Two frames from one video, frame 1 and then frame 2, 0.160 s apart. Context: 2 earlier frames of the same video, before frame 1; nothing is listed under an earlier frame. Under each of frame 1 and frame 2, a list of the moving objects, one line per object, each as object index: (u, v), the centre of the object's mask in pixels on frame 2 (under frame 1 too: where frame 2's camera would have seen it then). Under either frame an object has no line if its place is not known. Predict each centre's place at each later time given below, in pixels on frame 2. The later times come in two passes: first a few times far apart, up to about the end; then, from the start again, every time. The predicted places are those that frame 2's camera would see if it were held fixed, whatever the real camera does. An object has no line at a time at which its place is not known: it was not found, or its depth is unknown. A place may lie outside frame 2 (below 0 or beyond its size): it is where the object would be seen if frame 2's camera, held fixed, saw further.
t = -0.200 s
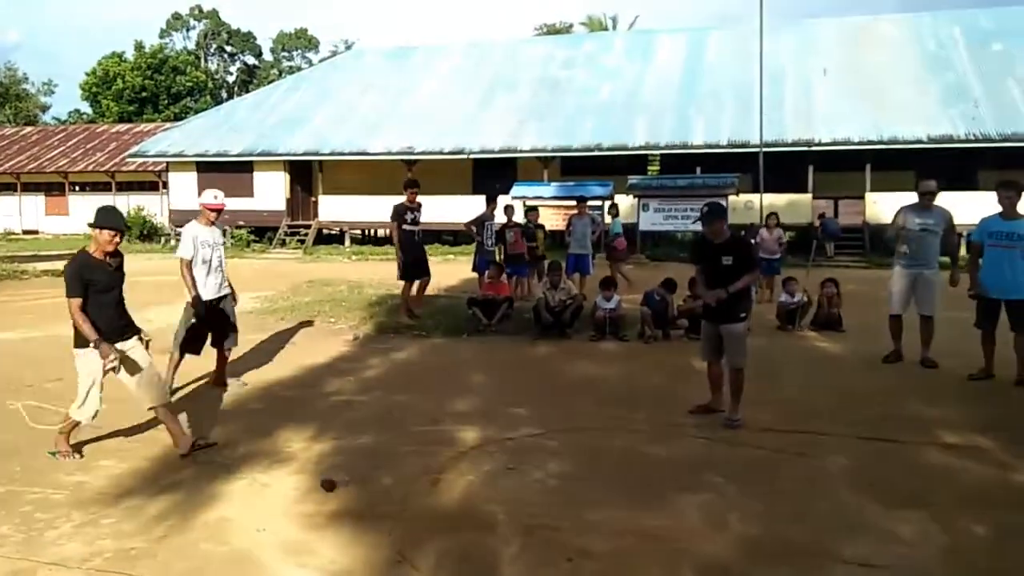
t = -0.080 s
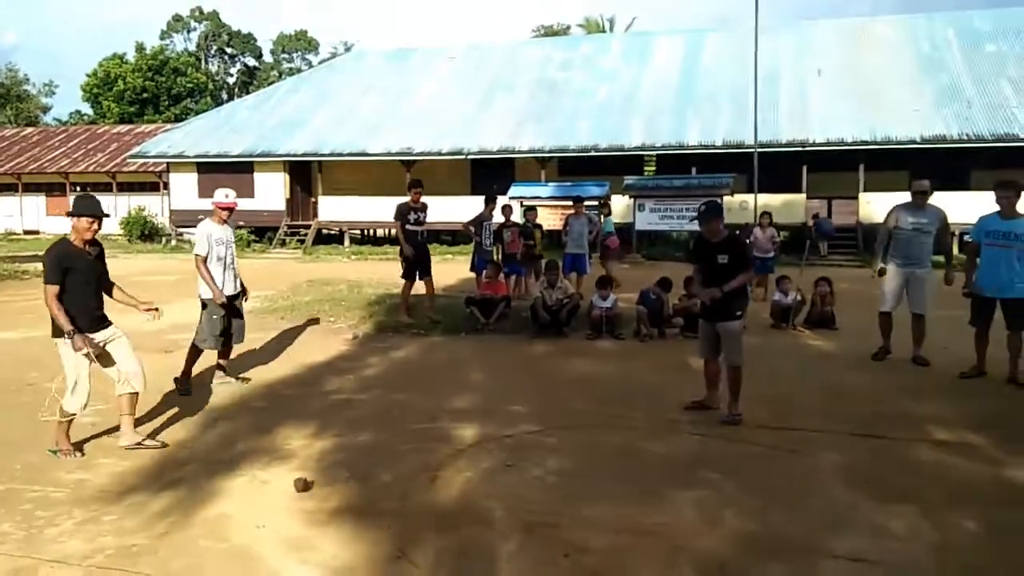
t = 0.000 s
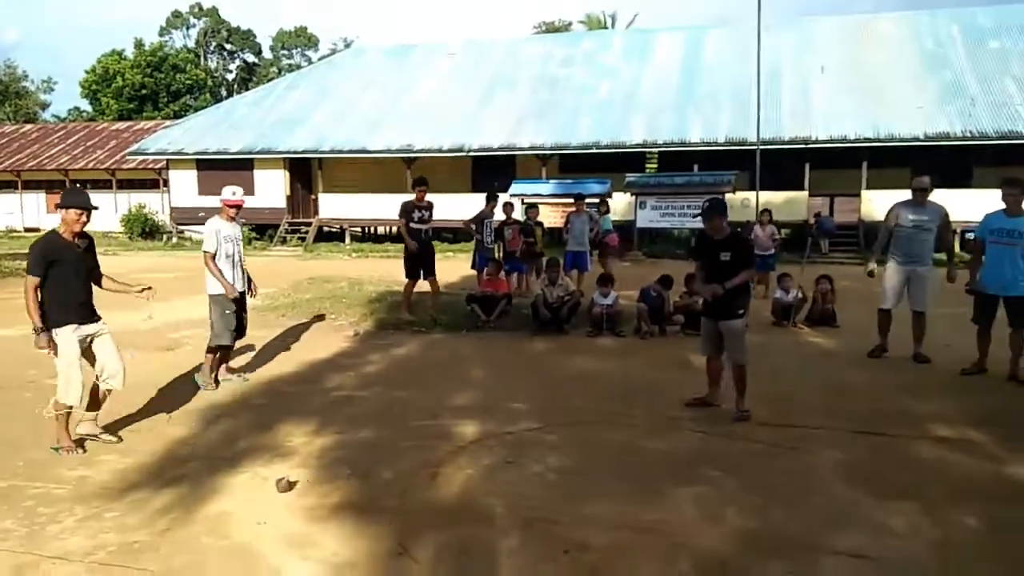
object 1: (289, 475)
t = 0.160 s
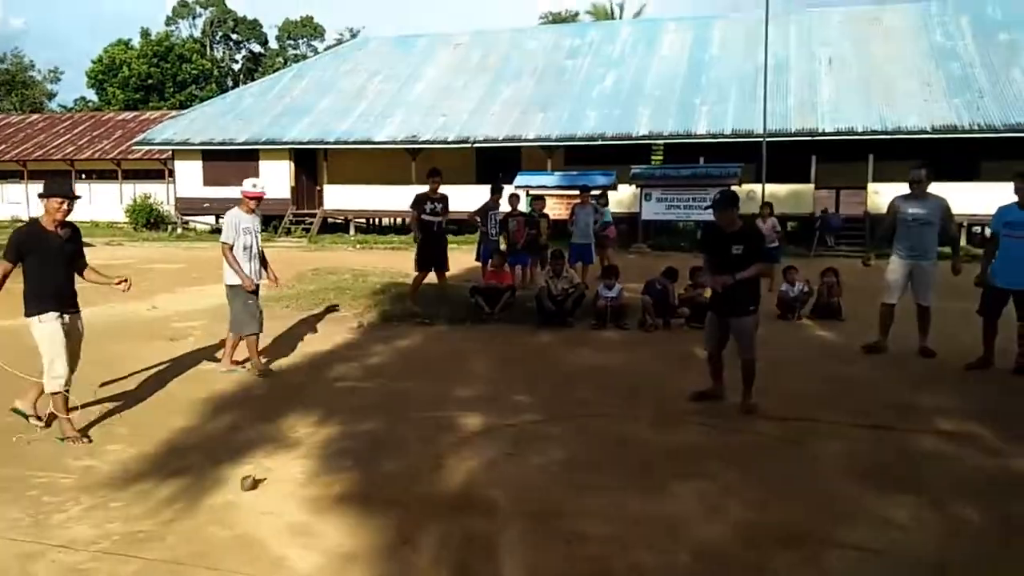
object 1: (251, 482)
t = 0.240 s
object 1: (233, 484)
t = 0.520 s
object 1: (180, 497)
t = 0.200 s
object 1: (242, 482)
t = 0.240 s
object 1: (233, 484)
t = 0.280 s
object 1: (225, 485)
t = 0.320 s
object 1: (217, 486)
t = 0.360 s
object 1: (209, 488)
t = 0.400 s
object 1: (201, 490)
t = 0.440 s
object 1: (193, 492)
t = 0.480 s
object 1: (186, 495)
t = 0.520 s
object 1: (180, 497)
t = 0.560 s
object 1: (174, 499)
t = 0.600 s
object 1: (168, 502)
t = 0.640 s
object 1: (162, 505)
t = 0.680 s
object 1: (157, 508)
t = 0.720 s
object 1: (154, 511)
